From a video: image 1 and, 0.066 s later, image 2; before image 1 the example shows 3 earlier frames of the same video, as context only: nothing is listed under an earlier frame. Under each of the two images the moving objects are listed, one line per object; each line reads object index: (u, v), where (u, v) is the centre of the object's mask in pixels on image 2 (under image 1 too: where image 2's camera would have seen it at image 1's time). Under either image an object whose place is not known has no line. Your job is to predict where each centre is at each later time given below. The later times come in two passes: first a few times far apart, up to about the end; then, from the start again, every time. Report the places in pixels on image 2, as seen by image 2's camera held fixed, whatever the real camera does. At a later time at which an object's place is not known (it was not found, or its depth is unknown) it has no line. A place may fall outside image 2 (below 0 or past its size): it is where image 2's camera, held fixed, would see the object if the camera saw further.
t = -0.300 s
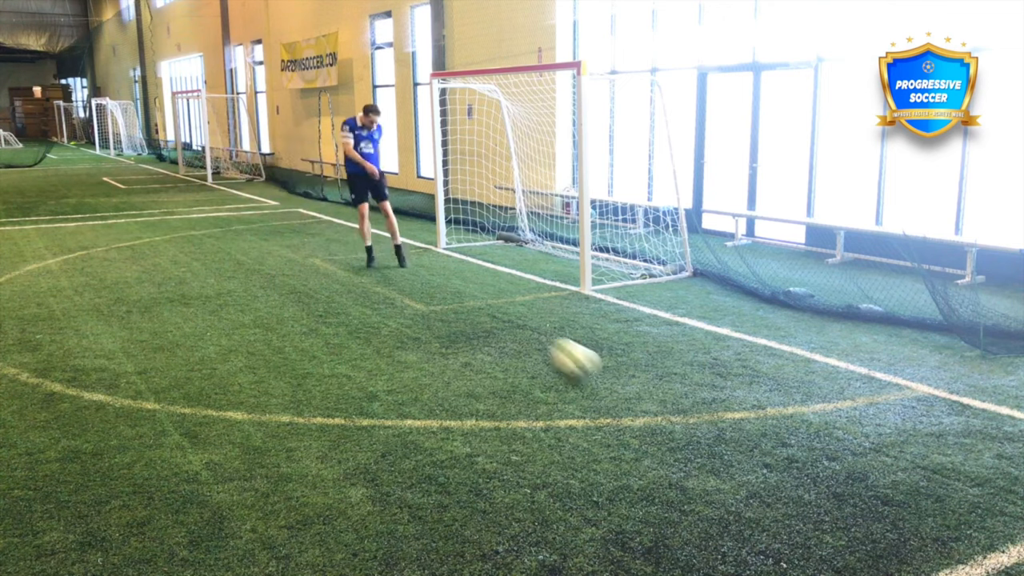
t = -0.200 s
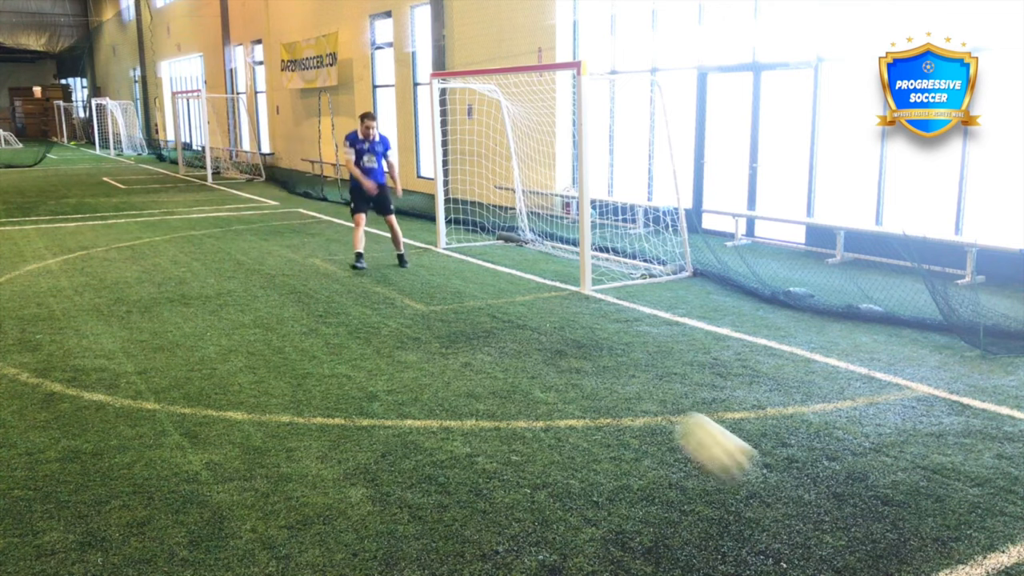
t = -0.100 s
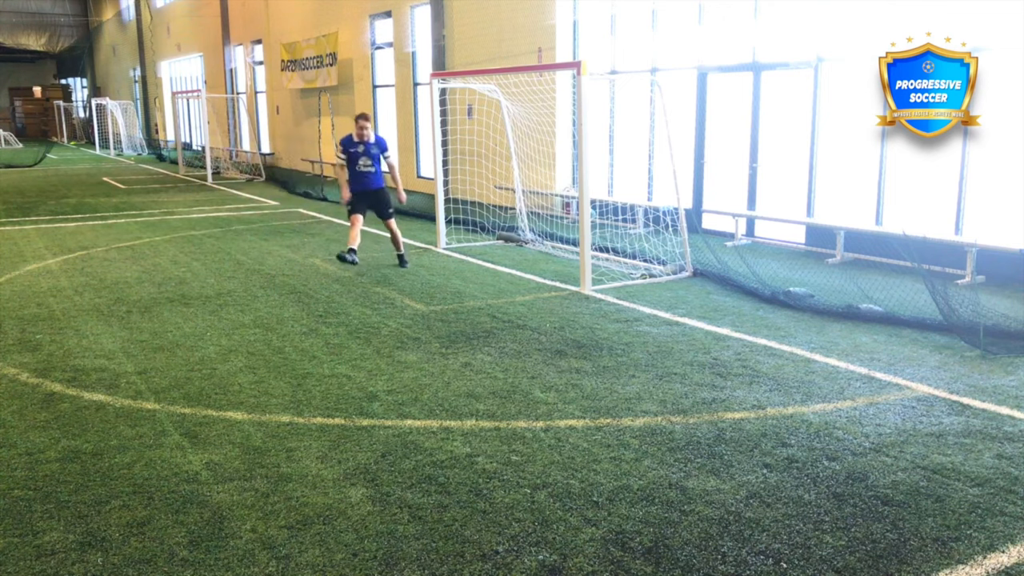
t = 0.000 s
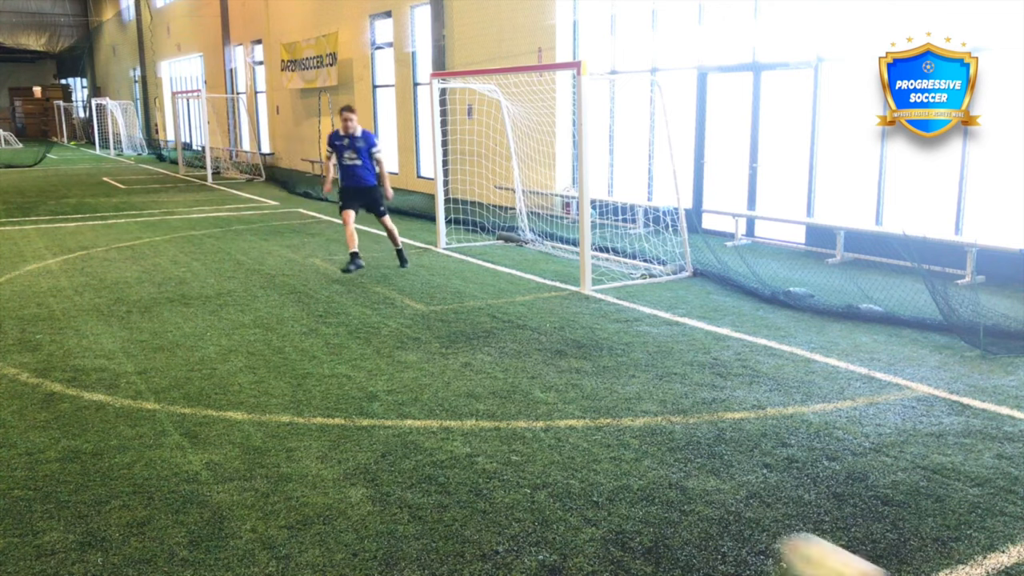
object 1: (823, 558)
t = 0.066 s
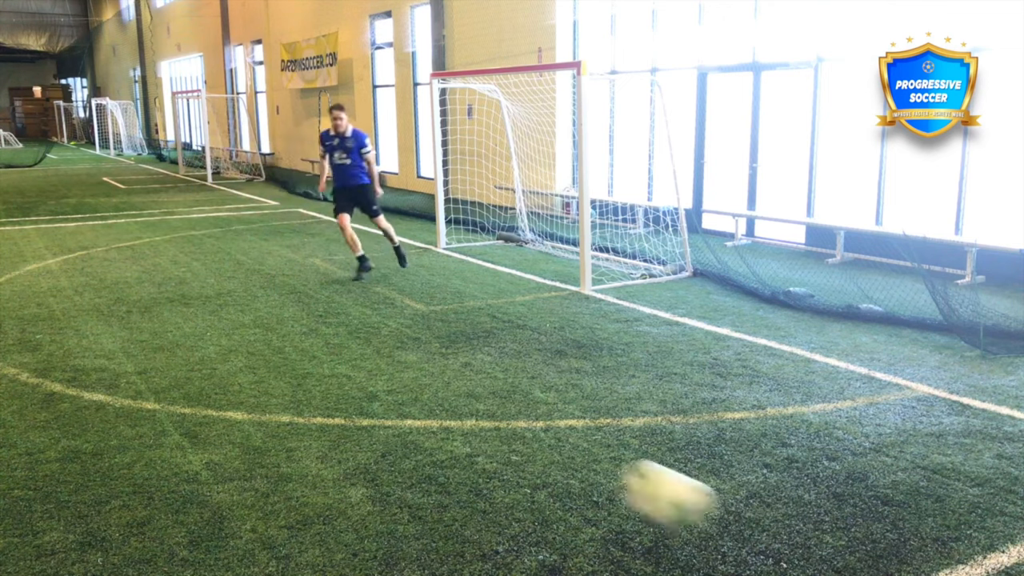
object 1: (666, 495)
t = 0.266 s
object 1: (372, 394)
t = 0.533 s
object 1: (209, 319)
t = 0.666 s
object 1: (162, 310)
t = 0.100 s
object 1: (600, 466)
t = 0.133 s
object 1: (542, 443)
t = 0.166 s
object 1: (491, 425)
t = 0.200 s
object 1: (447, 412)
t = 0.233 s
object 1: (406, 401)
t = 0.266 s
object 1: (372, 394)
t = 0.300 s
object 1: (340, 388)
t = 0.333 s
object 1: (310, 388)
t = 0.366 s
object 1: (290, 372)
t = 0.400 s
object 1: (271, 355)
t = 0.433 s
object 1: (254, 342)
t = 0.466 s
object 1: (238, 332)
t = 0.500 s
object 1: (223, 324)
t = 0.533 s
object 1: (209, 319)
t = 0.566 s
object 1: (195, 314)
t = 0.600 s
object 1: (183, 311)
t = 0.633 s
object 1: (172, 310)
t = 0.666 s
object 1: (162, 310)
